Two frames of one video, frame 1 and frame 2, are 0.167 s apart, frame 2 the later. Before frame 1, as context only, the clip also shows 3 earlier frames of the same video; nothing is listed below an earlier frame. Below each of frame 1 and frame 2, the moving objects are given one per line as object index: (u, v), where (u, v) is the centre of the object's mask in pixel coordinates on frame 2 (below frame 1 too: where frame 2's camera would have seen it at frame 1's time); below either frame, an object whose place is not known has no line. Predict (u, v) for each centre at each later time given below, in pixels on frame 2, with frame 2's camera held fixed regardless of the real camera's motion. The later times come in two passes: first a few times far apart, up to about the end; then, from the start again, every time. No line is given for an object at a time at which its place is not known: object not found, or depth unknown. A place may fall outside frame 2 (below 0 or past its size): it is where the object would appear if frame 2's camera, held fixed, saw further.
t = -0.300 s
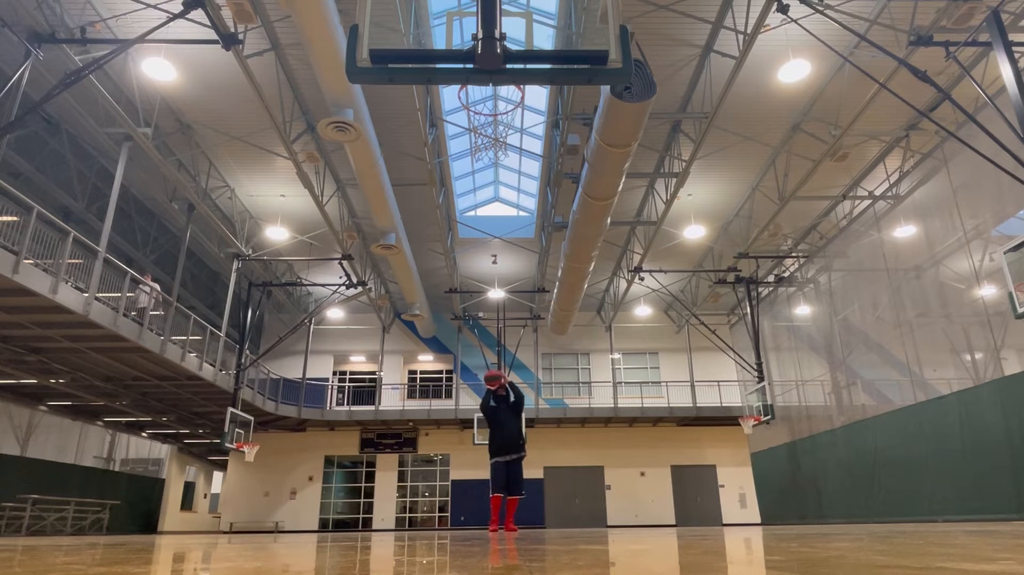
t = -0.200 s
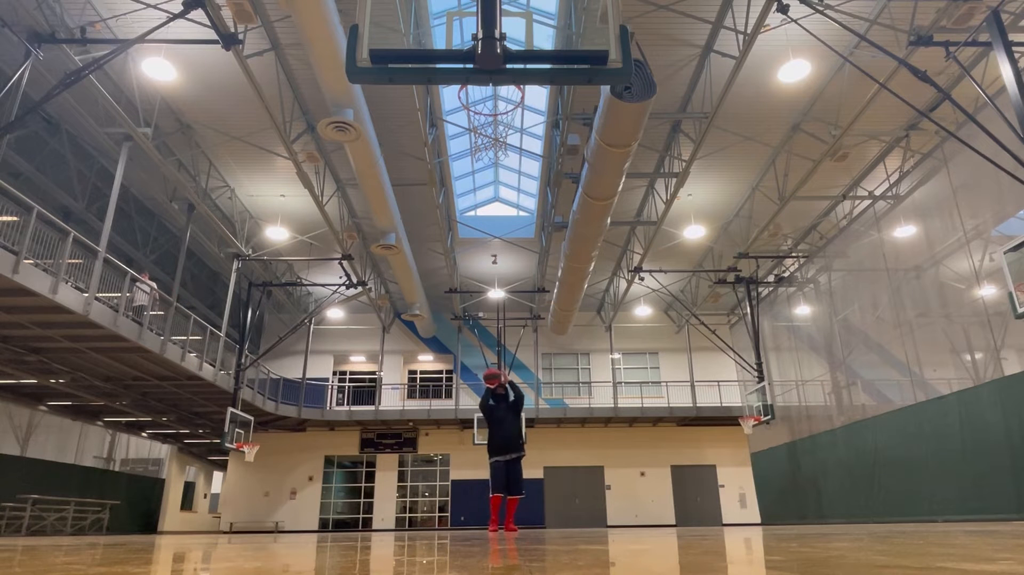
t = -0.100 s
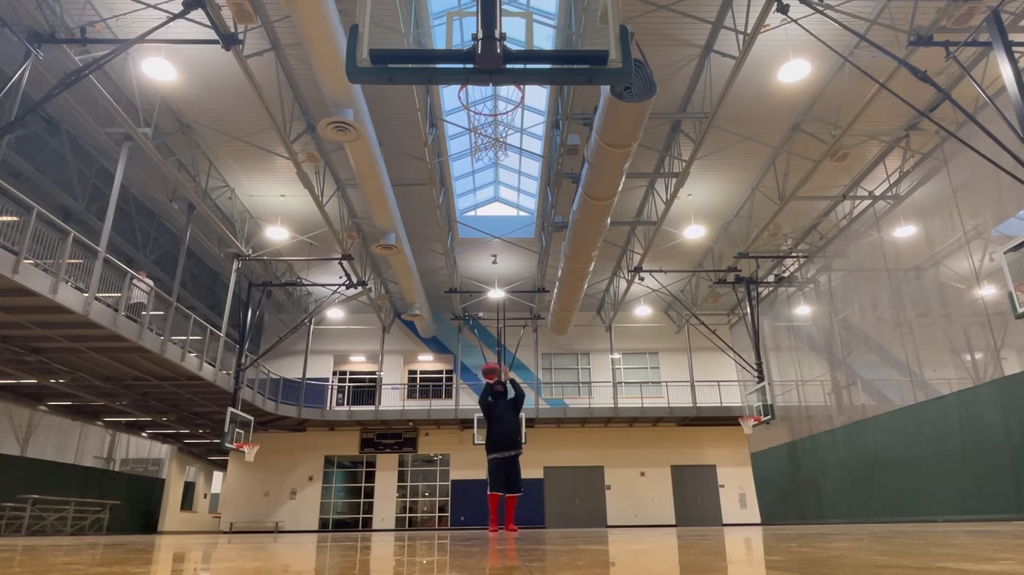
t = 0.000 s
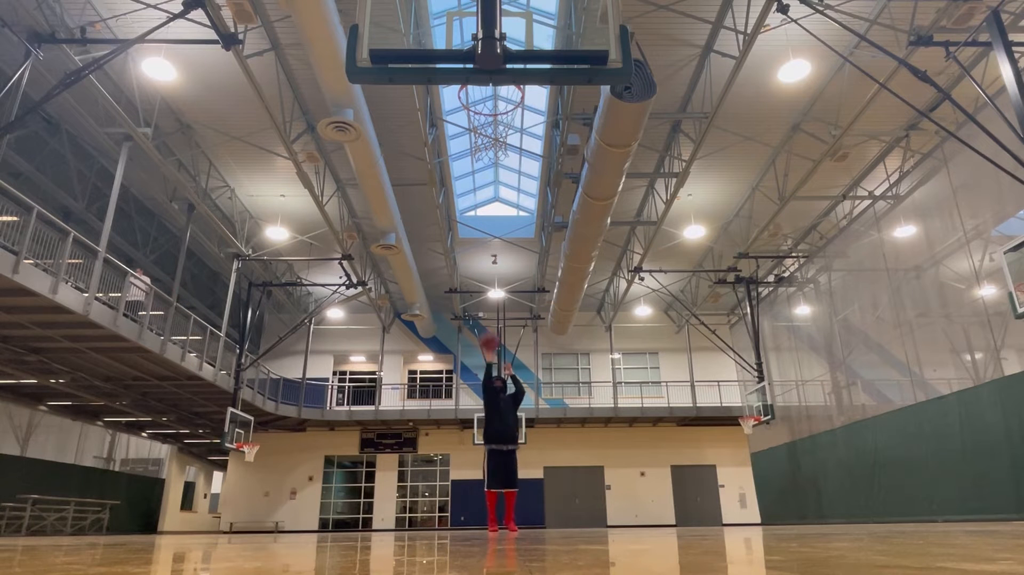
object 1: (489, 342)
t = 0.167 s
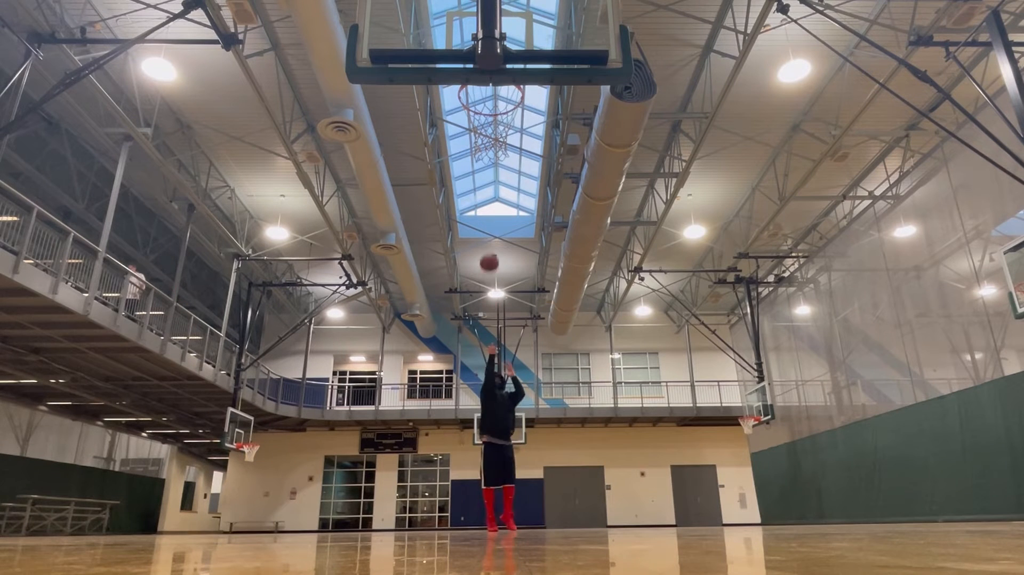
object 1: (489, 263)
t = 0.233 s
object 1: (489, 236)
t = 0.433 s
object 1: (489, 164)
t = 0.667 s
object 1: (488, 106)
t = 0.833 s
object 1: (488, 92)
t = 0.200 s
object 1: (489, 249)
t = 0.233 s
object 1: (489, 236)
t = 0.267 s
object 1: (489, 222)
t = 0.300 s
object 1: (489, 210)
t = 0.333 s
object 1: (489, 198)
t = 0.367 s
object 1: (489, 186)
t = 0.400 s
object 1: (489, 175)
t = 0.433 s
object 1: (489, 164)
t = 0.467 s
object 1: (489, 154)
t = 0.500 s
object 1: (489, 145)
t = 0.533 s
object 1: (489, 136)
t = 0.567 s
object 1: (489, 127)
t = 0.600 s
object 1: (488, 119)
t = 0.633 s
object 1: (488, 113)
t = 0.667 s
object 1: (488, 106)
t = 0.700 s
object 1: (488, 100)
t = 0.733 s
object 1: (488, 97)
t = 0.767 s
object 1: (488, 95)
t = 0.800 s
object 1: (488, 93)
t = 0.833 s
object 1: (488, 92)
